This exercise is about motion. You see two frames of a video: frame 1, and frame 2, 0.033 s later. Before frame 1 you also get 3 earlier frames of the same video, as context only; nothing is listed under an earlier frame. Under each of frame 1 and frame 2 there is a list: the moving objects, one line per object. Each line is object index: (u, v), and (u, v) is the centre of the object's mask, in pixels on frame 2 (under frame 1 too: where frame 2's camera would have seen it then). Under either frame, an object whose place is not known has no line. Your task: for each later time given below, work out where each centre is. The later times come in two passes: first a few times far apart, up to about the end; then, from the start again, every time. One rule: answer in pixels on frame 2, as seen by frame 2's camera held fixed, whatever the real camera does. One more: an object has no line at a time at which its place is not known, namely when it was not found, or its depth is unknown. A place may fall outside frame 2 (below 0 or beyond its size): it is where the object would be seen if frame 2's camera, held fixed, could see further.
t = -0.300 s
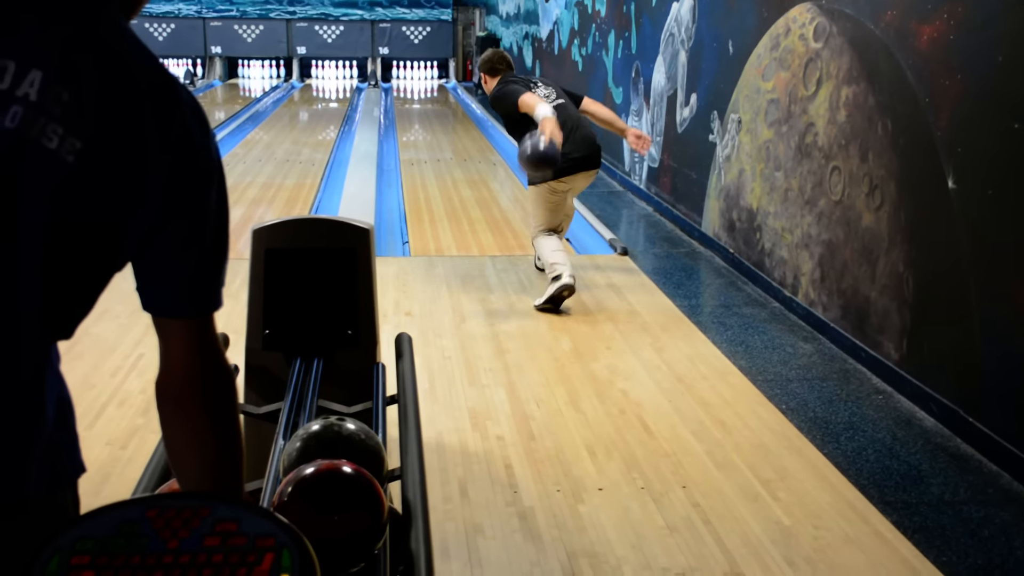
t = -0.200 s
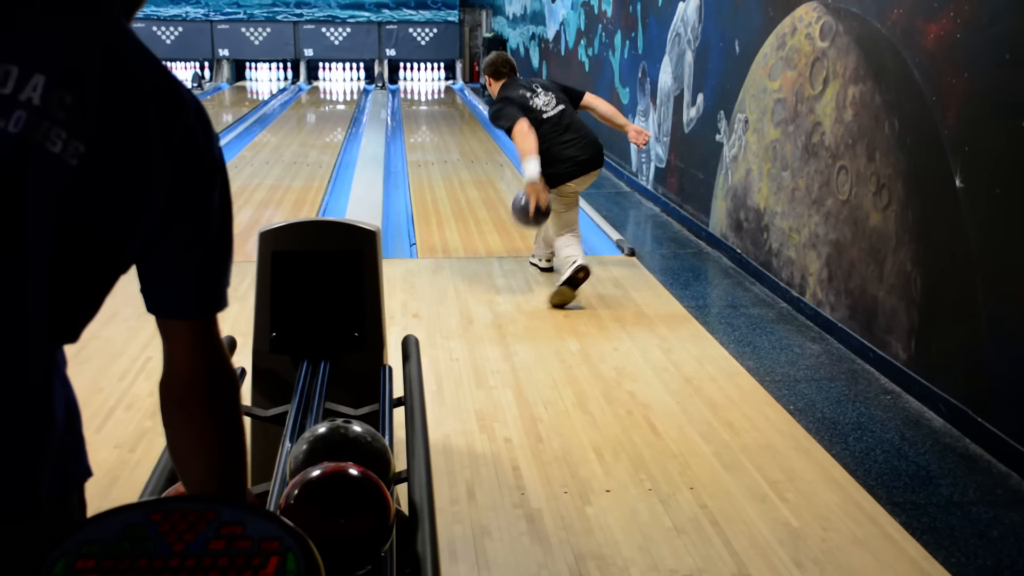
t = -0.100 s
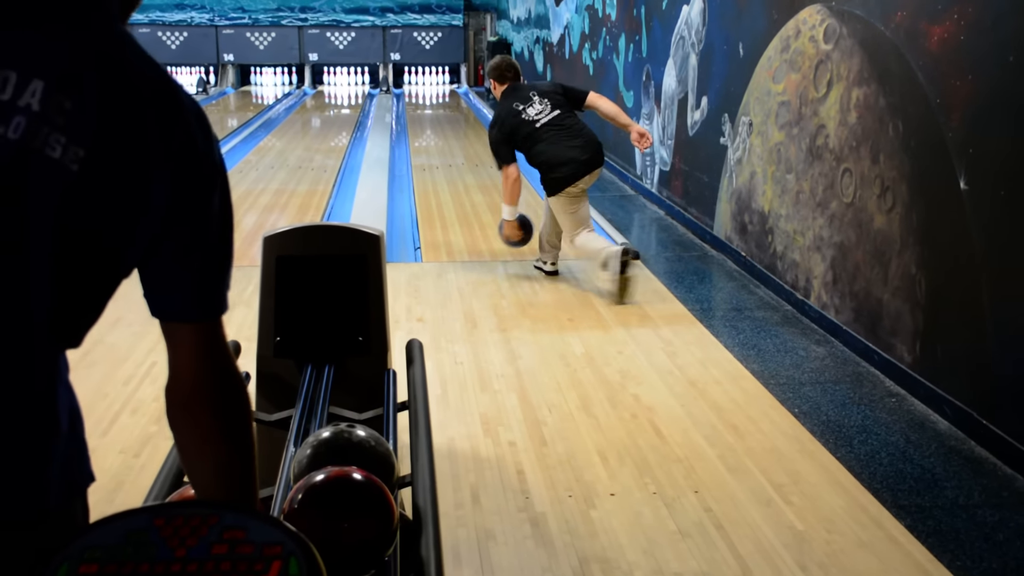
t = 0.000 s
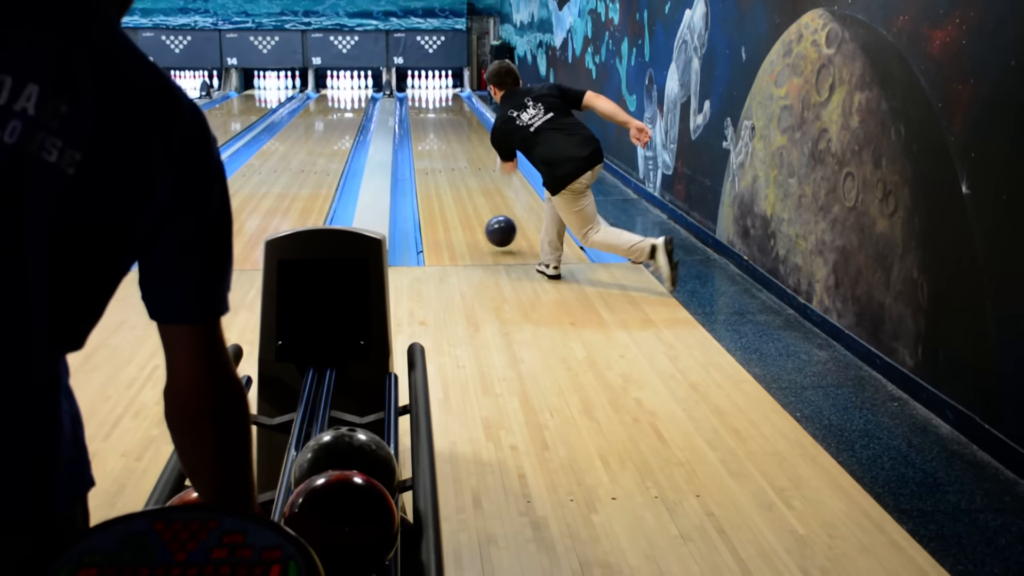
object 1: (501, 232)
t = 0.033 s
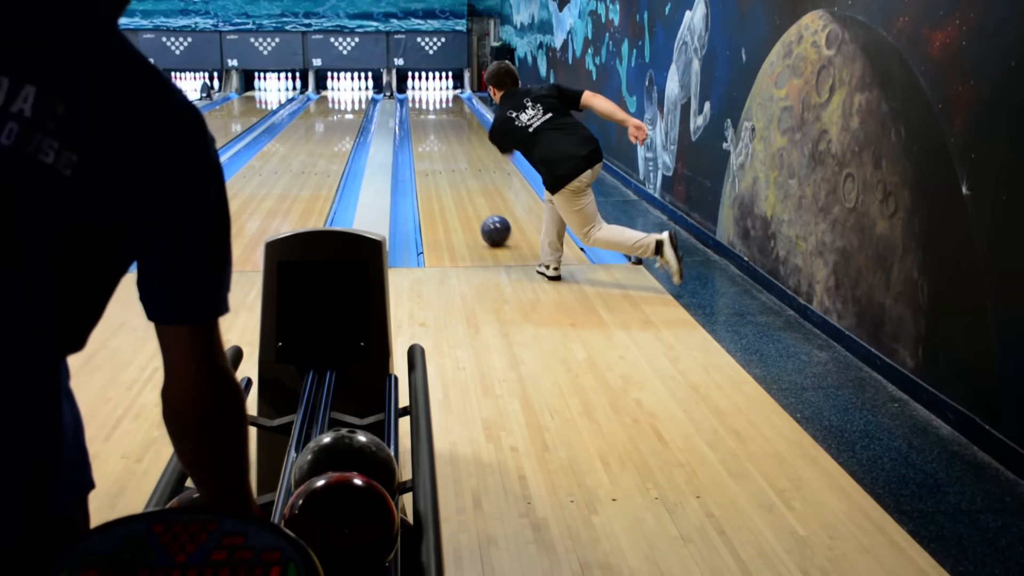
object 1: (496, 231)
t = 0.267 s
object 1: (468, 195)
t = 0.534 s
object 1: (446, 167)
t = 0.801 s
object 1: (432, 146)
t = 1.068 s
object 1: (421, 134)
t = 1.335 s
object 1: (413, 123)
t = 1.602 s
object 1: (409, 113)
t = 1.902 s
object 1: (409, 104)
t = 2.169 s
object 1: (411, 98)
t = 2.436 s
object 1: (415, 93)
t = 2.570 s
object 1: (419, 91)
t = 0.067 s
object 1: (491, 224)
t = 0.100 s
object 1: (487, 219)
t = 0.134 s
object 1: (482, 214)
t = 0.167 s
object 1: (479, 209)
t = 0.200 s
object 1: (475, 204)
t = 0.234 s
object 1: (471, 200)
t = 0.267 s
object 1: (468, 195)
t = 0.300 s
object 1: (465, 191)
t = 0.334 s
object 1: (462, 187)
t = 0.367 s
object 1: (459, 183)
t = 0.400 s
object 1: (456, 180)
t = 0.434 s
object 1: (453, 176)
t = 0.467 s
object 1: (451, 173)
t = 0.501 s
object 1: (448, 170)
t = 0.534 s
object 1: (446, 167)
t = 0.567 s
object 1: (444, 164)
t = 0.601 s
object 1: (442, 161)
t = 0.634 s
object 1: (440, 158)
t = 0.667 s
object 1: (438, 156)
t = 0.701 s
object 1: (436, 154)
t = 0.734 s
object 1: (434, 152)
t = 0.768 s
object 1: (434, 148)
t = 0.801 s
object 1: (432, 146)
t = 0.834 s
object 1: (430, 144)
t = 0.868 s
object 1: (429, 143)
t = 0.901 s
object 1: (427, 141)
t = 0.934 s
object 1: (425, 138)
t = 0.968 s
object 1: (425, 137)
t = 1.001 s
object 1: (423, 136)
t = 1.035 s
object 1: (422, 136)
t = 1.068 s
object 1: (421, 134)
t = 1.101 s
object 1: (420, 132)
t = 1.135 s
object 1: (419, 131)
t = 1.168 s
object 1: (418, 129)
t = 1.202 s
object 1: (417, 128)
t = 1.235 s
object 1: (416, 127)
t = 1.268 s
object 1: (415, 125)
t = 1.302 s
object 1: (414, 124)
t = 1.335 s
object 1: (413, 123)
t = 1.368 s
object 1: (412, 121)
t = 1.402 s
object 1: (411, 120)
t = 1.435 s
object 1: (411, 118)
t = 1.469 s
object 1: (410, 117)
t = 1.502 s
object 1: (410, 116)
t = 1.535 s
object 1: (410, 115)
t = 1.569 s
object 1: (409, 114)
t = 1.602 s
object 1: (409, 113)
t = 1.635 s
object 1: (408, 112)
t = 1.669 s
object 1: (408, 111)
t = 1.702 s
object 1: (408, 110)
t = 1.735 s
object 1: (408, 109)
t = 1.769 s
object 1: (408, 107)
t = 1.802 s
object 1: (408, 106)
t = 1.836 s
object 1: (408, 106)
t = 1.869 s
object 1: (408, 105)
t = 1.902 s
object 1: (409, 104)
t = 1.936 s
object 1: (409, 103)
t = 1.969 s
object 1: (409, 102)
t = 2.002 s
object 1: (409, 101)
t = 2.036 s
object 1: (409, 101)
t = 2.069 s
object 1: (410, 100)
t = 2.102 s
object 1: (410, 99)
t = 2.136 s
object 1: (411, 99)
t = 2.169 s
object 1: (411, 98)
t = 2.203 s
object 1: (412, 97)
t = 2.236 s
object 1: (412, 97)
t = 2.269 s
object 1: (412, 96)
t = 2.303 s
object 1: (412, 95)
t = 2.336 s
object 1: (412, 95)
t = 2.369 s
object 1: (413, 94)
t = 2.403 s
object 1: (414, 93)
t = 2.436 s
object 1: (415, 93)
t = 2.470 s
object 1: (415, 92)
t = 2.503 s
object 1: (417, 92)
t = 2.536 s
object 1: (417, 91)
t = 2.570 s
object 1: (419, 91)
